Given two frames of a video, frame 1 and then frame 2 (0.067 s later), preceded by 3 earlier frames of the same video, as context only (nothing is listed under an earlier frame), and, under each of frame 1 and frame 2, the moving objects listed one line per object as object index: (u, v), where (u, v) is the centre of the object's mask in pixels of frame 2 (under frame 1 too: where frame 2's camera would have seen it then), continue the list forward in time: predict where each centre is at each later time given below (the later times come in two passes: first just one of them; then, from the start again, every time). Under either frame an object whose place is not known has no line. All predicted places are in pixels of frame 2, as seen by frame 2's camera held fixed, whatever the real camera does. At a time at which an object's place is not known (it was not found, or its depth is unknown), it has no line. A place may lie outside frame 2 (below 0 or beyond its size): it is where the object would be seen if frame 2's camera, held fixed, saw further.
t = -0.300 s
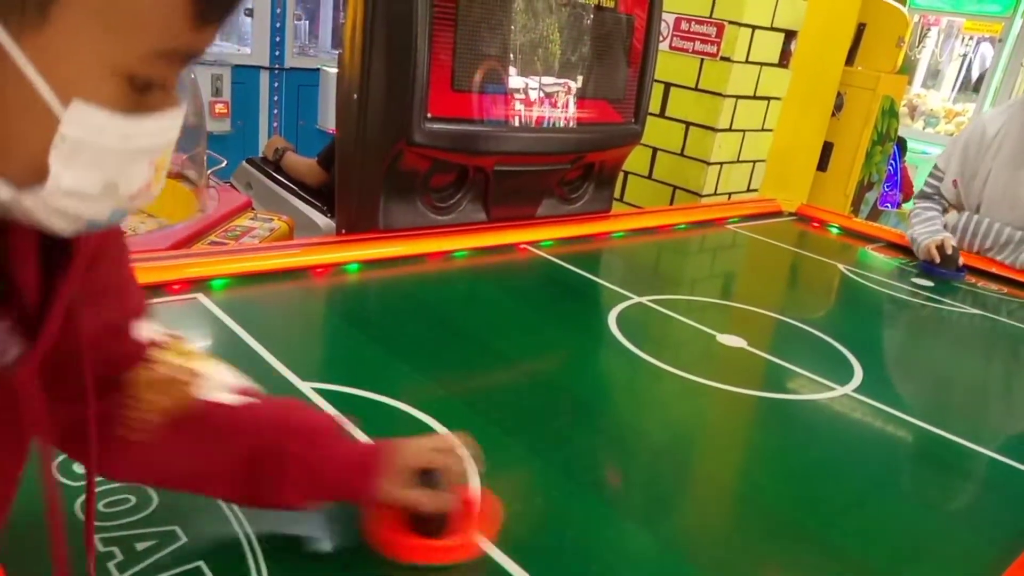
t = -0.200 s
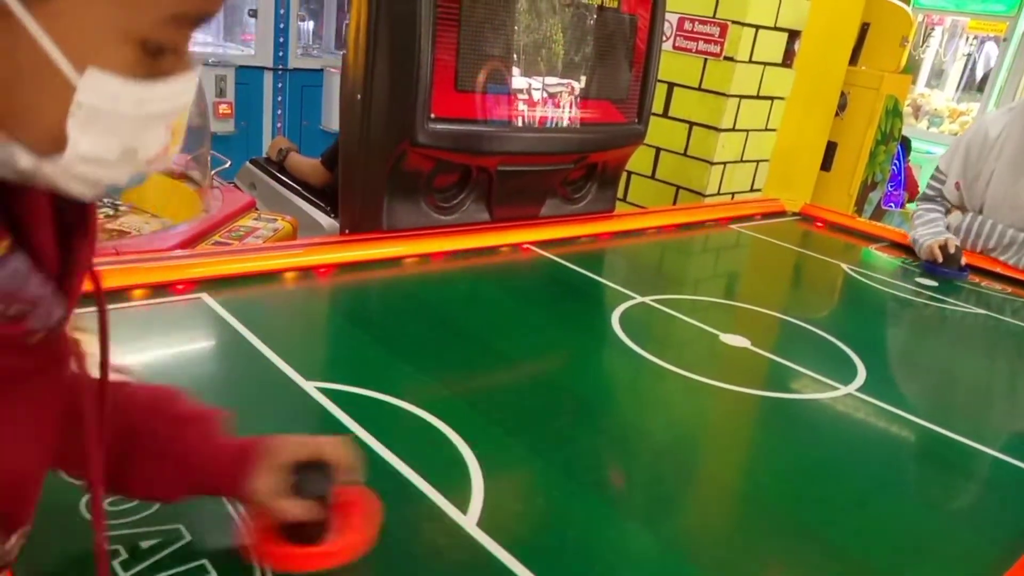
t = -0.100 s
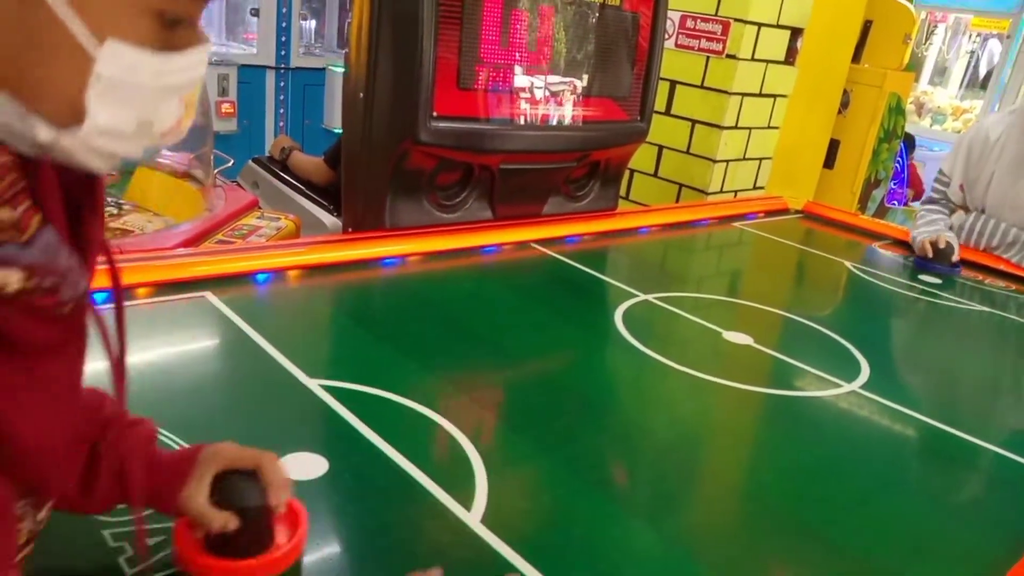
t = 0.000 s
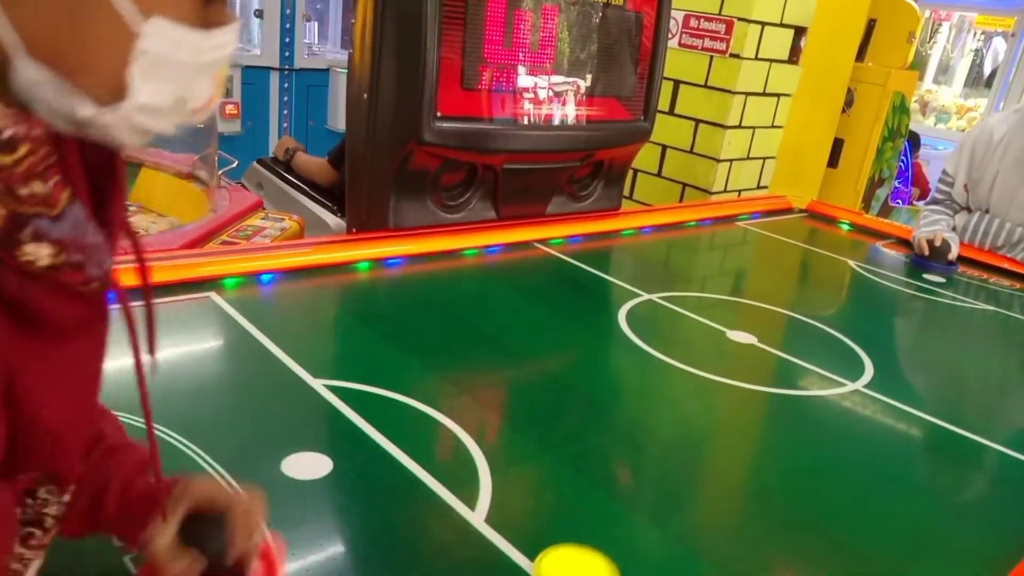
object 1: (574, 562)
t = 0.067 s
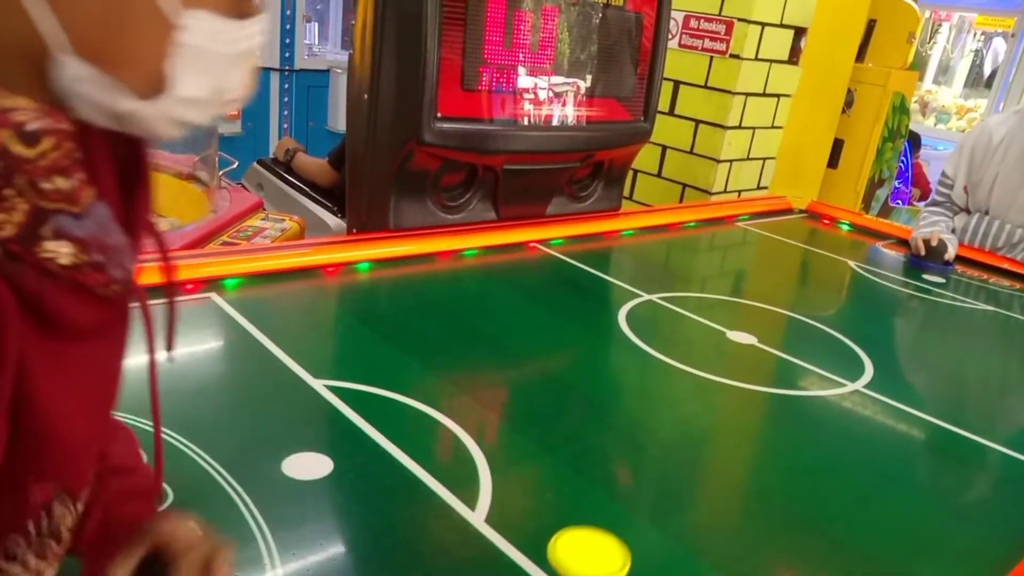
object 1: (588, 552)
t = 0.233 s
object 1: (607, 528)
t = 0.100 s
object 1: (594, 547)
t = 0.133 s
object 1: (599, 541)
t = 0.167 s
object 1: (602, 536)
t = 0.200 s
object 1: (605, 531)
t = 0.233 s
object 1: (607, 528)
